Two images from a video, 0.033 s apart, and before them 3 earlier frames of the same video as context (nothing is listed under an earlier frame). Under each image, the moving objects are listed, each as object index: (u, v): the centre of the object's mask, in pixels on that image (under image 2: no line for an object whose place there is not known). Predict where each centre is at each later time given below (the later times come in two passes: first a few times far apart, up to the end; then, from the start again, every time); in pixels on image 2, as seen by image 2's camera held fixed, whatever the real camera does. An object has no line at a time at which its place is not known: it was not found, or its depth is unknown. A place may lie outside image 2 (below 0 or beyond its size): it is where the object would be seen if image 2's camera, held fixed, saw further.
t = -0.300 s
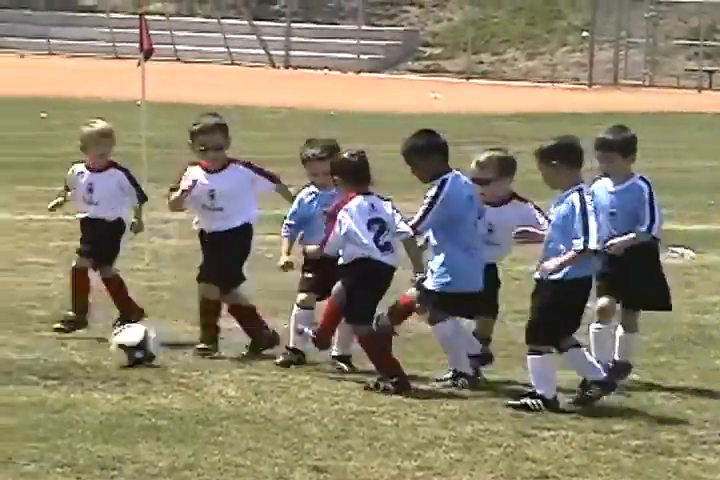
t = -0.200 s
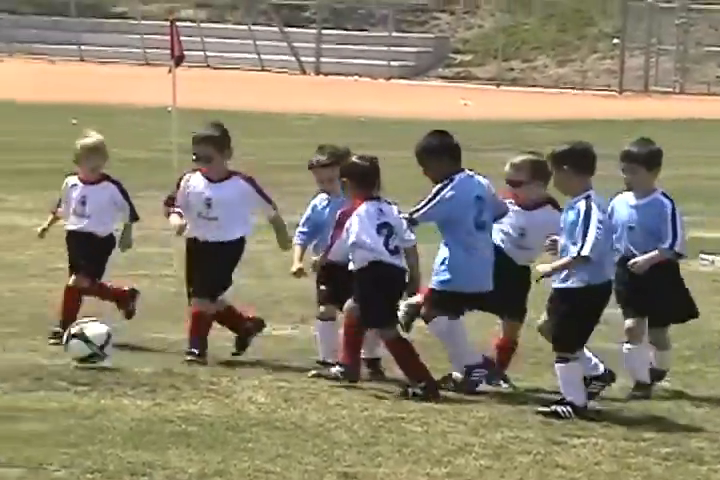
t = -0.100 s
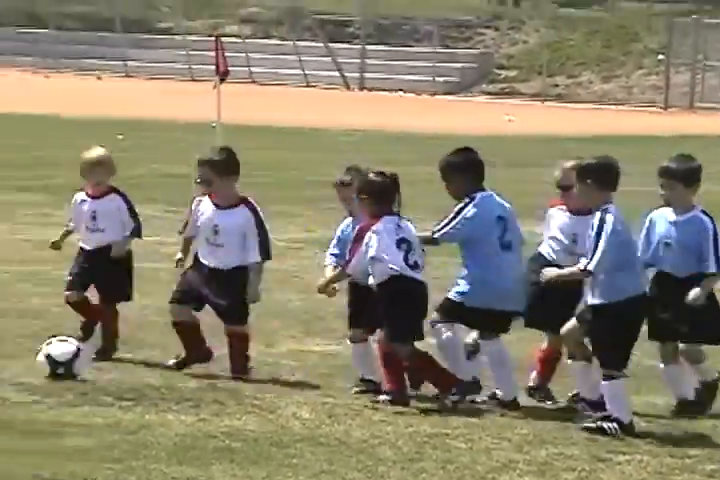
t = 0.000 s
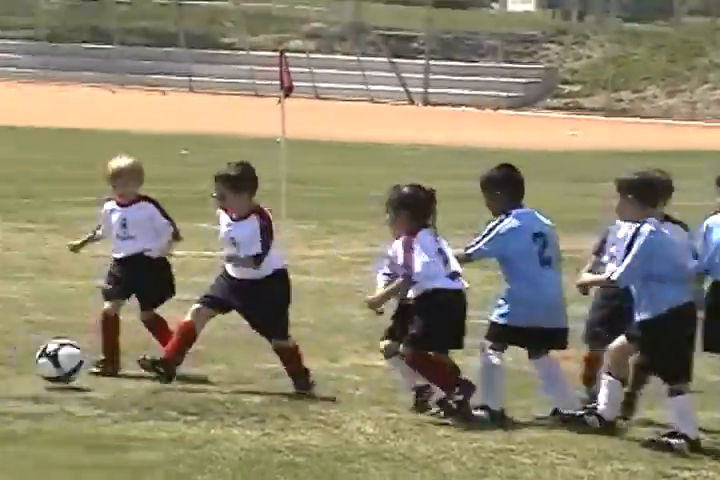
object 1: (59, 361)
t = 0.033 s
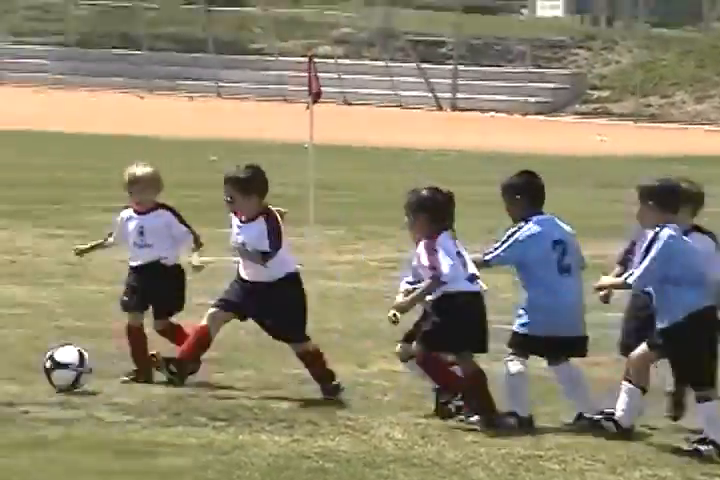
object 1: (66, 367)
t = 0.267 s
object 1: (-87, 364)
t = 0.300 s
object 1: (-108, 363)
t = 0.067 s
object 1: (44, 371)
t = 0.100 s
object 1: (22, 370)
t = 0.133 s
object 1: (0, 370)
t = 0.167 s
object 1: (-24, 369)
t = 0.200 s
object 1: (-46, 370)
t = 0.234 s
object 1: (-69, 367)
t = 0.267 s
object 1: (-87, 364)
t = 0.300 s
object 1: (-108, 363)
